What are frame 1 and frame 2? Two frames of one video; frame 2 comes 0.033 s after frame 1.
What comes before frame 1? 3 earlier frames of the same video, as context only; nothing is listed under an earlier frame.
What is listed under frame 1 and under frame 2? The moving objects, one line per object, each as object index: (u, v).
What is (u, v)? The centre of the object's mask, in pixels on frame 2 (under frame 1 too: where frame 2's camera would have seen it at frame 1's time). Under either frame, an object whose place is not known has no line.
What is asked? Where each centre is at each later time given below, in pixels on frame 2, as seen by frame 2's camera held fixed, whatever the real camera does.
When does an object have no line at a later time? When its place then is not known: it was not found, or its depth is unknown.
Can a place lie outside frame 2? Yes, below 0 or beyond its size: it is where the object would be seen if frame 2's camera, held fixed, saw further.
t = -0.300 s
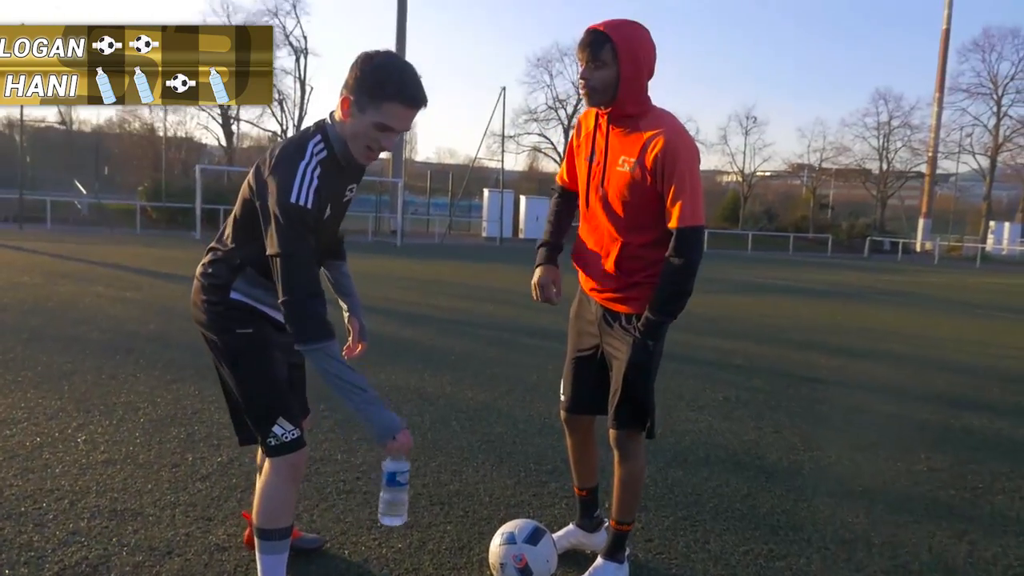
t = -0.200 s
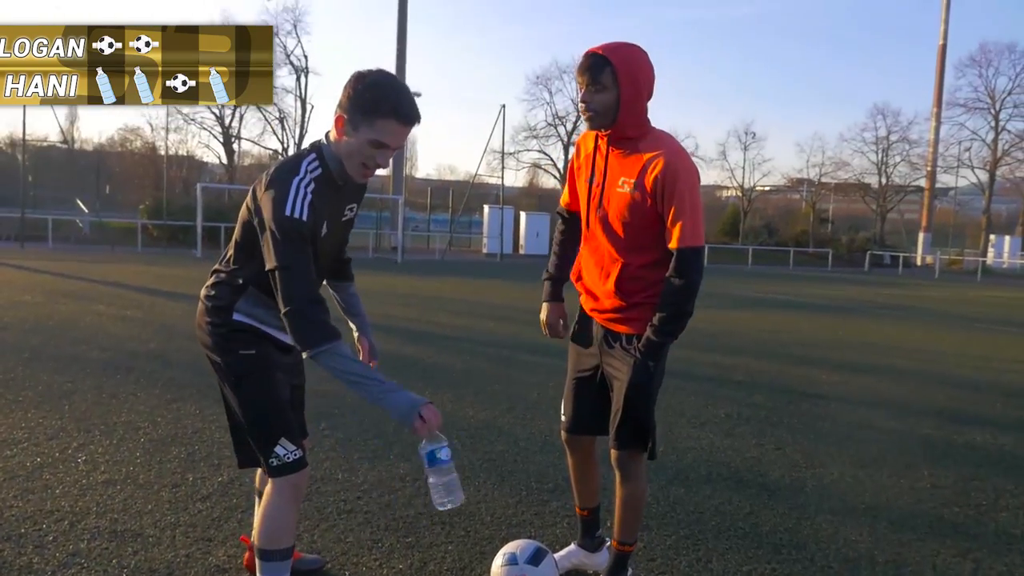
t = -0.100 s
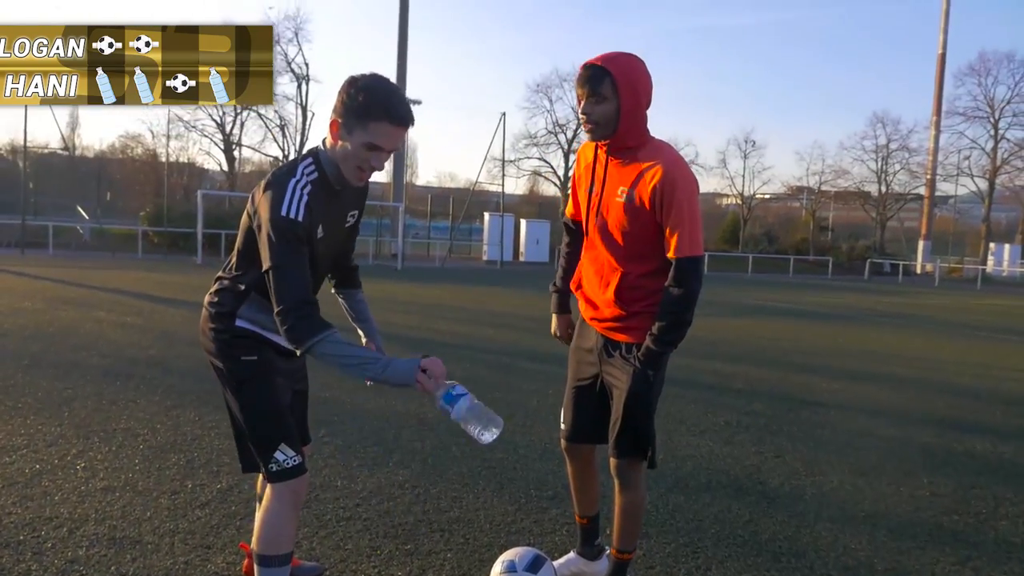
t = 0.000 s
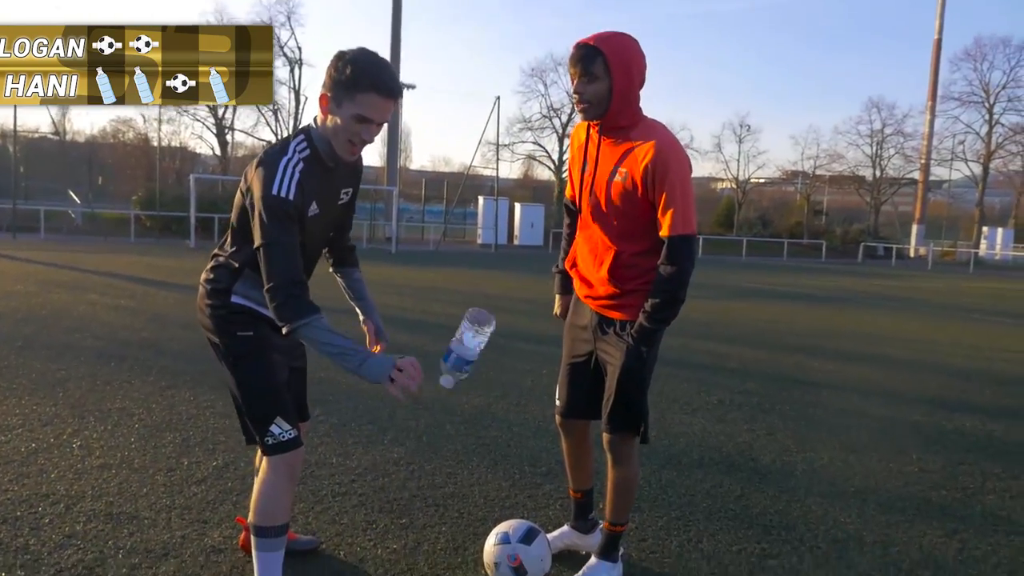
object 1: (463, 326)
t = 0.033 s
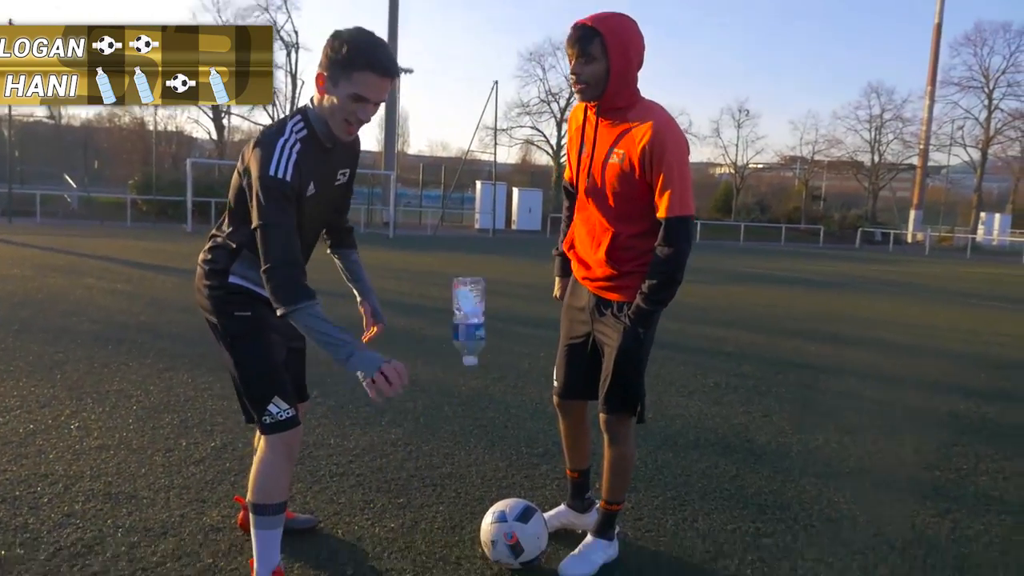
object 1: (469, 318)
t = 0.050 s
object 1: (471, 312)
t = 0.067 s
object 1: (471, 305)
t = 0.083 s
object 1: (471, 299)
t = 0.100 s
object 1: (469, 293)
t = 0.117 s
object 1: (466, 290)
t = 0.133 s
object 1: (463, 288)
